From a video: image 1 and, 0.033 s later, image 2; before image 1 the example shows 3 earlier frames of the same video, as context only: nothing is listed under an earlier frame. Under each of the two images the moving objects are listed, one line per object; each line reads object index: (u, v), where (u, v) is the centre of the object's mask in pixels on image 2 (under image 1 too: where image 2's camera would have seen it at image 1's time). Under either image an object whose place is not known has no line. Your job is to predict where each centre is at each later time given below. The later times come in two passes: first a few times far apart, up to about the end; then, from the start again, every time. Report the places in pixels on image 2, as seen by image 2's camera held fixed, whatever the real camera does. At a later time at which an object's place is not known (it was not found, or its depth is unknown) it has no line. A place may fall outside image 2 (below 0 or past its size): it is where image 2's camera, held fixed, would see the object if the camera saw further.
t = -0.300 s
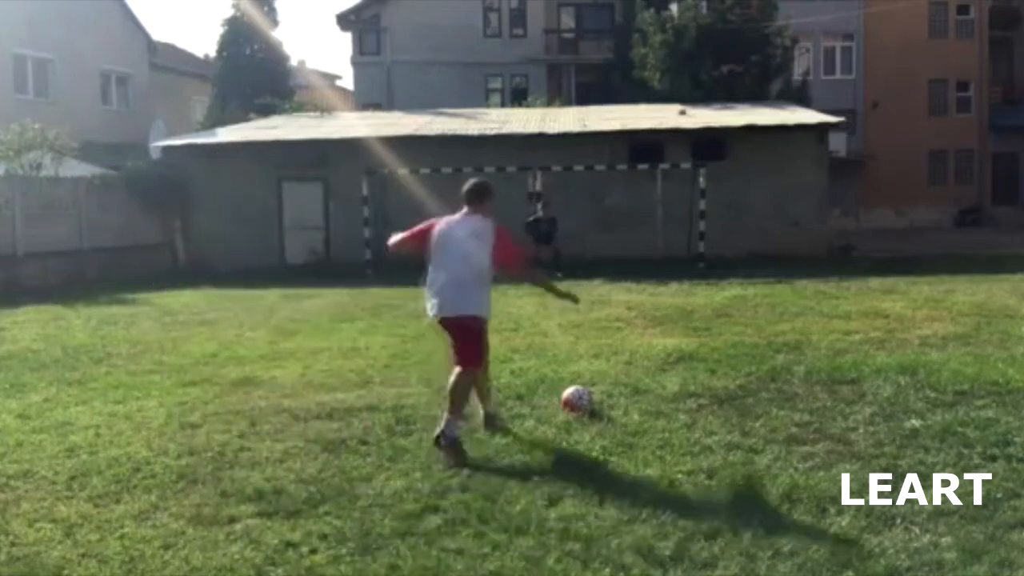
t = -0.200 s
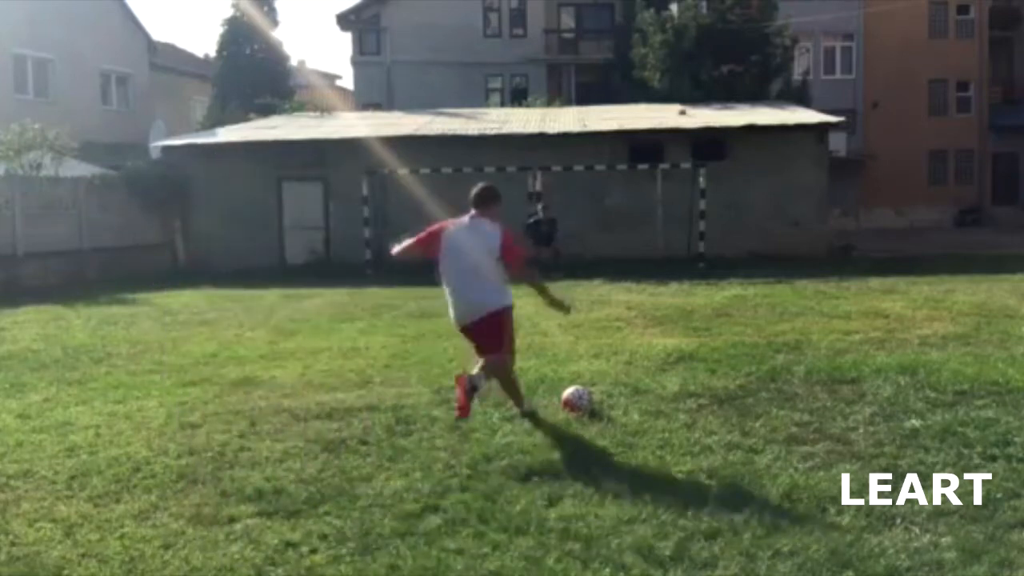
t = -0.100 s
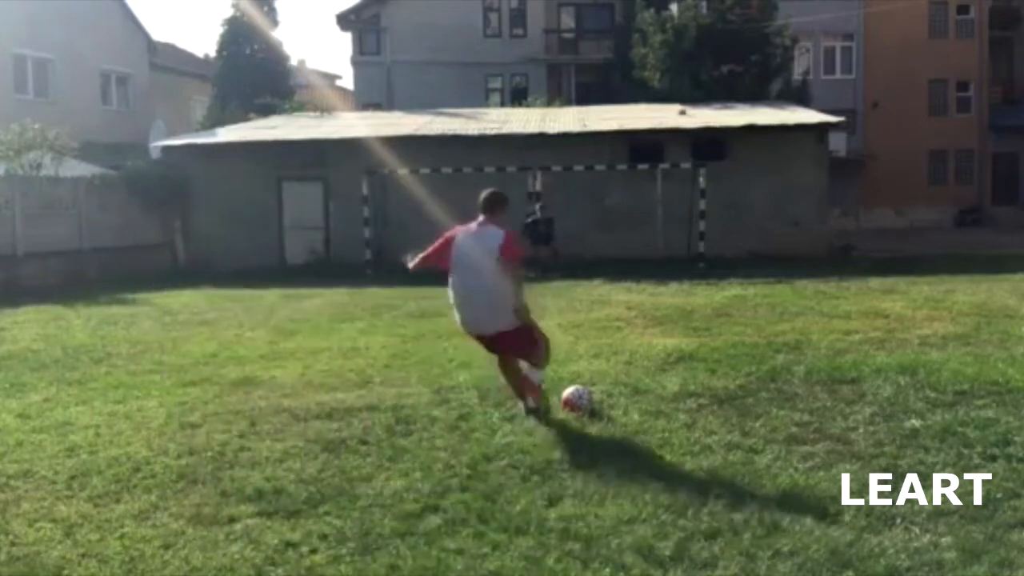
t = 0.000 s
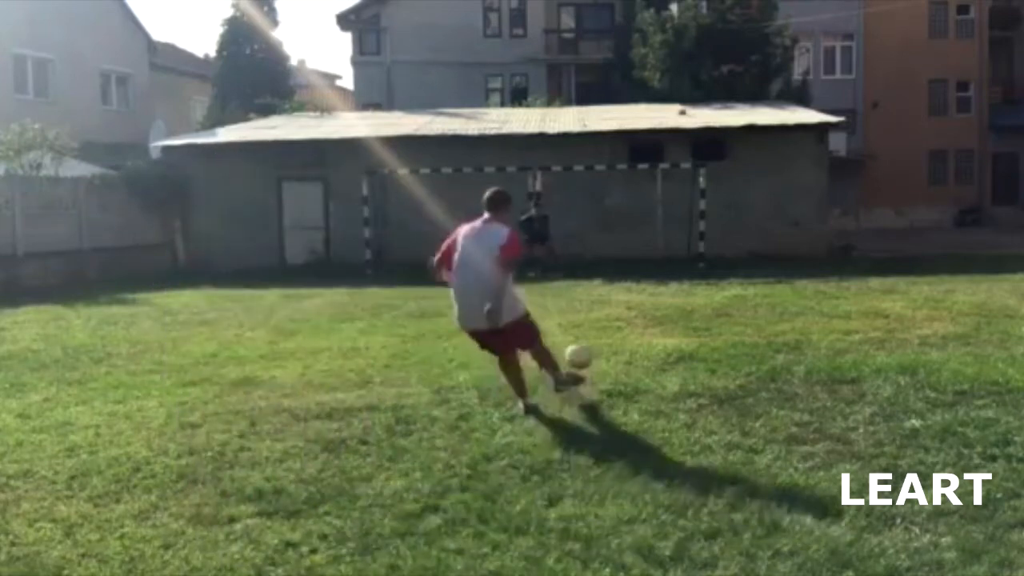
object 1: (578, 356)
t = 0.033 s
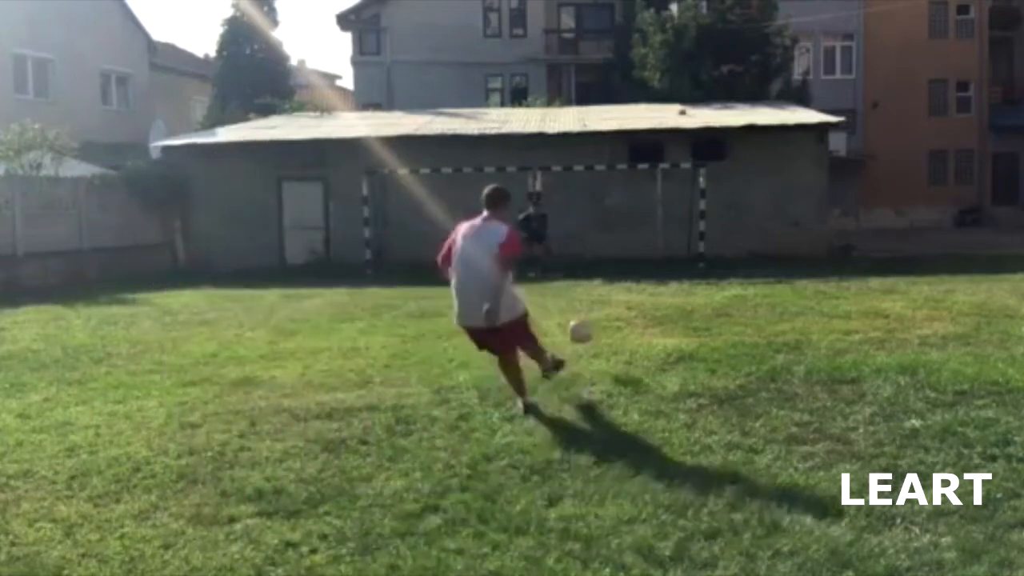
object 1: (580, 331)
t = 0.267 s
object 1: (575, 244)
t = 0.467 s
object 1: (566, 229)
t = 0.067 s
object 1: (580, 310)
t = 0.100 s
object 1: (580, 293)
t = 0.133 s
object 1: (579, 278)
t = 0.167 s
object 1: (578, 268)
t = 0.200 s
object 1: (577, 258)
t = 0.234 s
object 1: (576, 250)
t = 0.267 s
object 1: (575, 244)
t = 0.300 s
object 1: (574, 240)
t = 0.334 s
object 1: (572, 236)
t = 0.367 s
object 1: (571, 233)
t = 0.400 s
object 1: (569, 232)
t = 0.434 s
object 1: (567, 230)
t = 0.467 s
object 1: (566, 229)
